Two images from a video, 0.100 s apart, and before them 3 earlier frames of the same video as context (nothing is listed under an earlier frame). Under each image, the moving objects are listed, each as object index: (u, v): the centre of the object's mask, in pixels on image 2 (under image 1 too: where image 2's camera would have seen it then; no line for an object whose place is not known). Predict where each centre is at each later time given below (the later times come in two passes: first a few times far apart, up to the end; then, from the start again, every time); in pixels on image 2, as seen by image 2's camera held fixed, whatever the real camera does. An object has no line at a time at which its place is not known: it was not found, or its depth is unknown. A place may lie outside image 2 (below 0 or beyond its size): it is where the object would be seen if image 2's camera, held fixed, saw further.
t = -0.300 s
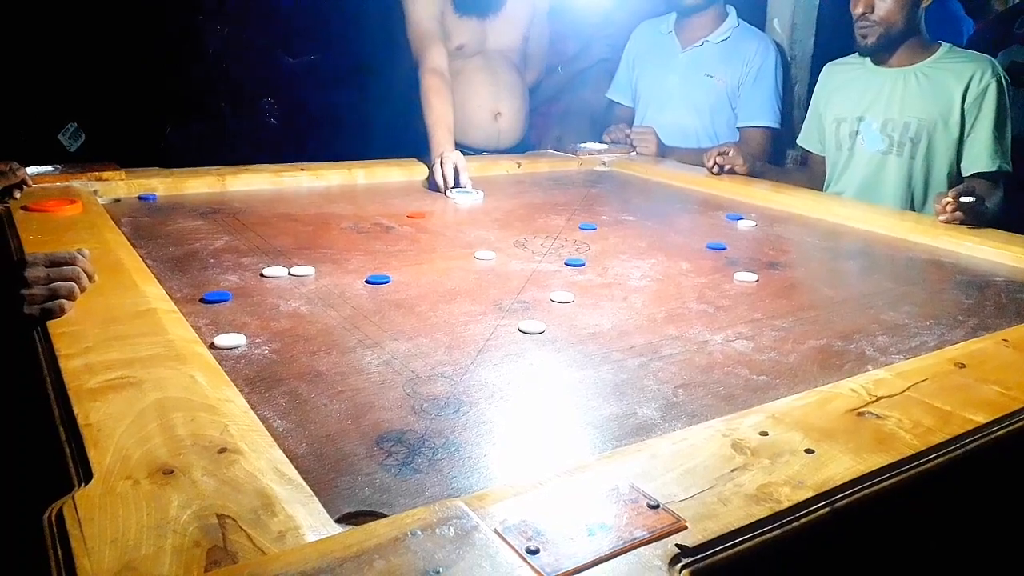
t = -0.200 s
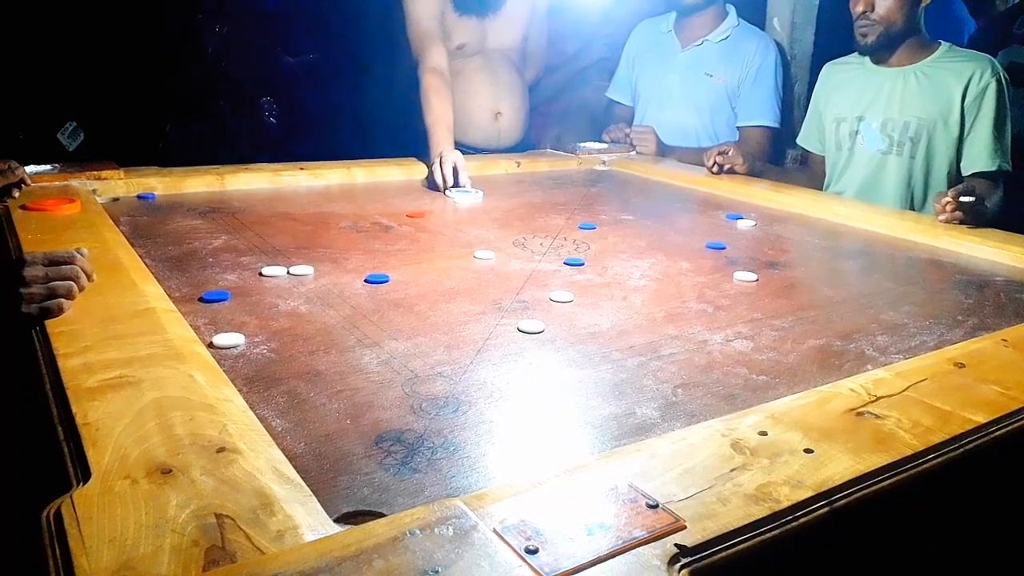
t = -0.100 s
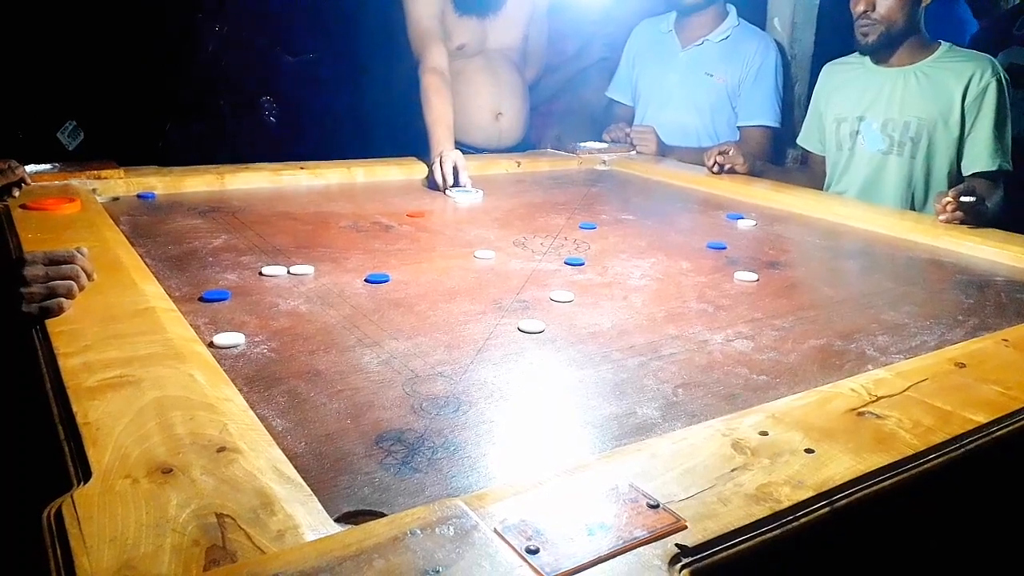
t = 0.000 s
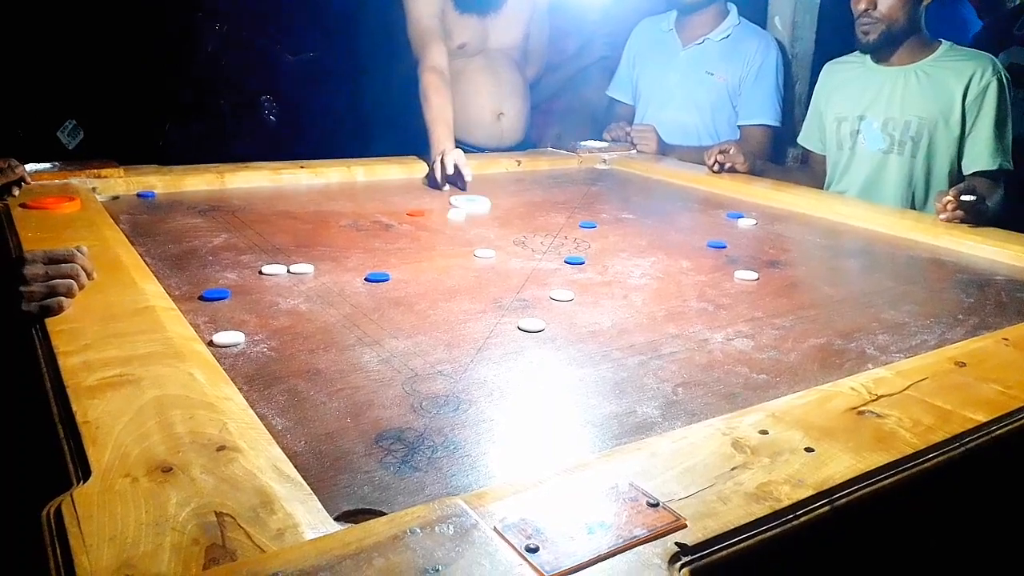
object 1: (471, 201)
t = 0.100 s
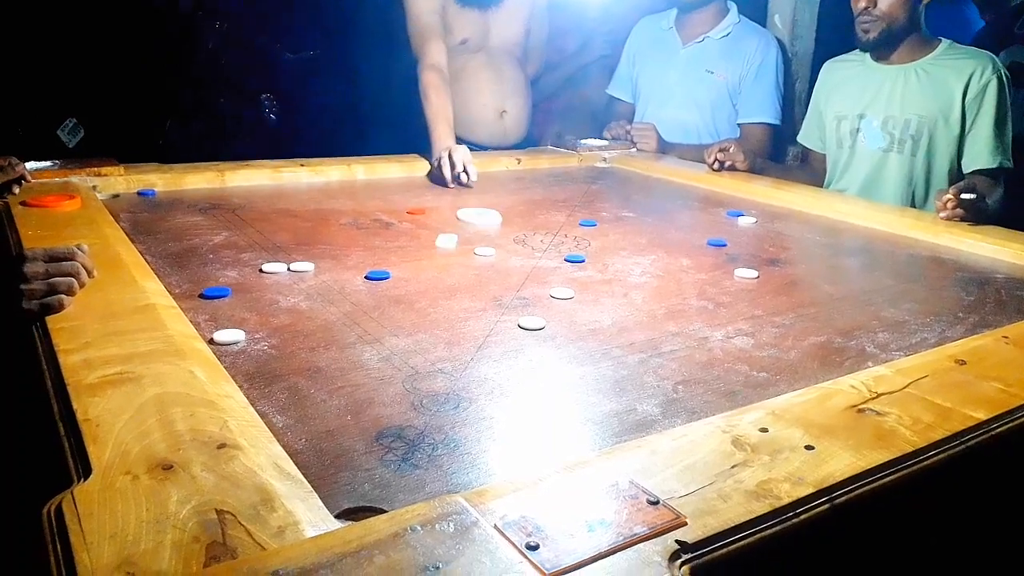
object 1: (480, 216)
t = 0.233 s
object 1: (493, 240)
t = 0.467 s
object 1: (530, 287)
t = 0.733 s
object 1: (567, 341)
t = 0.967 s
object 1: (604, 391)
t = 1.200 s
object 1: (620, 422)
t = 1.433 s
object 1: (612, 420)
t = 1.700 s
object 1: (612, 420)
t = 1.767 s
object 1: (612, 420)
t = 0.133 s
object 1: (483, 222)
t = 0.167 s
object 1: (486, 228)
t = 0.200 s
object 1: (489, 234)
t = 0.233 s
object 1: (493, 240)
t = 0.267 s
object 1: (498, 246)
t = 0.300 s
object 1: (503, 253)
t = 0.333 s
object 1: (508, 259)
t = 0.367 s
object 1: (513, 266)
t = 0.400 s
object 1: (519, 273)
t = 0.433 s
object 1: (525, 280)
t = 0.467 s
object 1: (530, 287)
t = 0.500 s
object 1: (533, 294)
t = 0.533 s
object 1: (537, 301)
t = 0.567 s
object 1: (542, 307)
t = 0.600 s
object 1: (546, 315)
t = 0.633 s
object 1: (551, 321)
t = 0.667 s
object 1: (556, 328)
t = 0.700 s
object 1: (561, 334)
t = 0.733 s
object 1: (567, 341)
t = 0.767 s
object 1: (572, 348)
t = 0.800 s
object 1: (578, 355)
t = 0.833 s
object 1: (584, 363)
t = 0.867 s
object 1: (589, 370)
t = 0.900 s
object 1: (594, 377)
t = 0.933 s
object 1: (599, 384)
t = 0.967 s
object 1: (604, 391)
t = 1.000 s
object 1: (609, 398)
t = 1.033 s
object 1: (613, 405)
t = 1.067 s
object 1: (618, 411)
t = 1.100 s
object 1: (620, 416)
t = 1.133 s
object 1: (622, 420)
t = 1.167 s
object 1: (623, 422)
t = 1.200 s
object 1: (620, 422)
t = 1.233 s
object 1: (616, 421)
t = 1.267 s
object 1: (613, 421)
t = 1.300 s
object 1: (611, 420)
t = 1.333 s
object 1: (611, 420)
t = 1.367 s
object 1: (612, 420)
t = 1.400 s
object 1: (612, 420)
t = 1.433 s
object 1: (612, 420)
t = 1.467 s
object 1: (612, 420)
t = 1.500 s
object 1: (612, 420)
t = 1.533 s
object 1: (612, 420)
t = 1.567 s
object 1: (611, 420)
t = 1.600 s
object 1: (612, 420)
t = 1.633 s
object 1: (612, 420)
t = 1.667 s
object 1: (612, 420)
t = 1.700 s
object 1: (612, 420)
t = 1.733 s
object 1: (612, 420)
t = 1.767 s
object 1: (612, 420)
